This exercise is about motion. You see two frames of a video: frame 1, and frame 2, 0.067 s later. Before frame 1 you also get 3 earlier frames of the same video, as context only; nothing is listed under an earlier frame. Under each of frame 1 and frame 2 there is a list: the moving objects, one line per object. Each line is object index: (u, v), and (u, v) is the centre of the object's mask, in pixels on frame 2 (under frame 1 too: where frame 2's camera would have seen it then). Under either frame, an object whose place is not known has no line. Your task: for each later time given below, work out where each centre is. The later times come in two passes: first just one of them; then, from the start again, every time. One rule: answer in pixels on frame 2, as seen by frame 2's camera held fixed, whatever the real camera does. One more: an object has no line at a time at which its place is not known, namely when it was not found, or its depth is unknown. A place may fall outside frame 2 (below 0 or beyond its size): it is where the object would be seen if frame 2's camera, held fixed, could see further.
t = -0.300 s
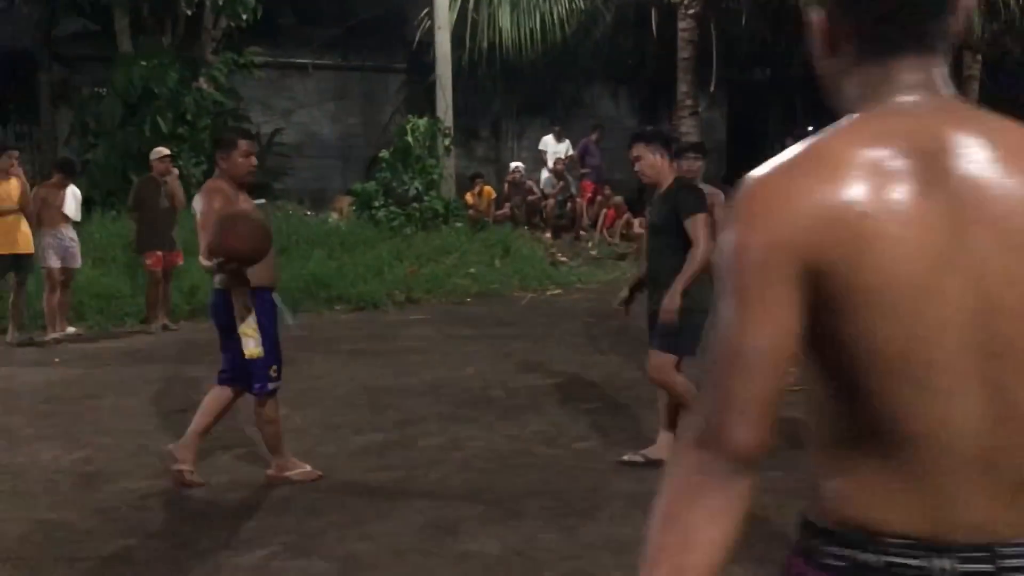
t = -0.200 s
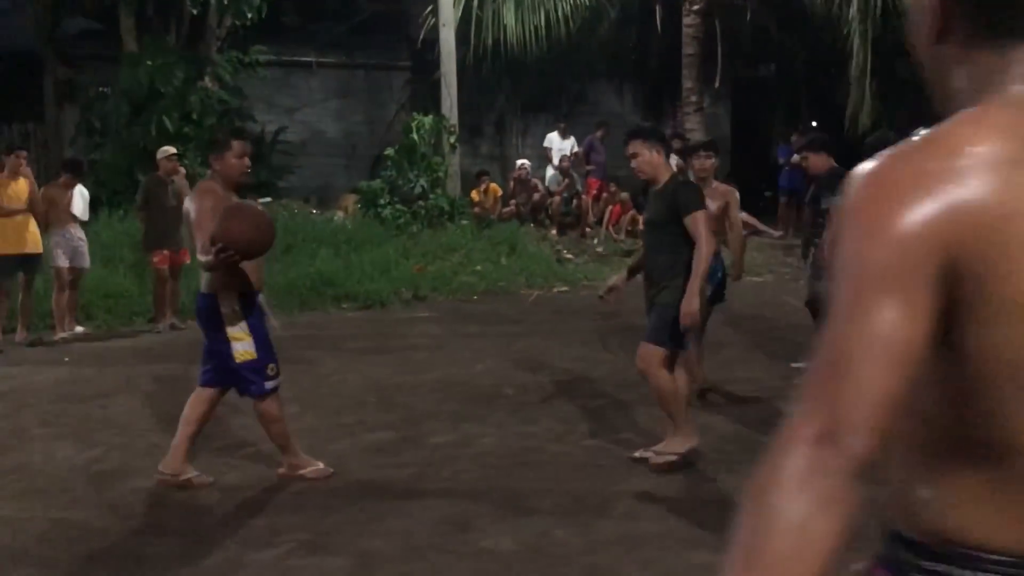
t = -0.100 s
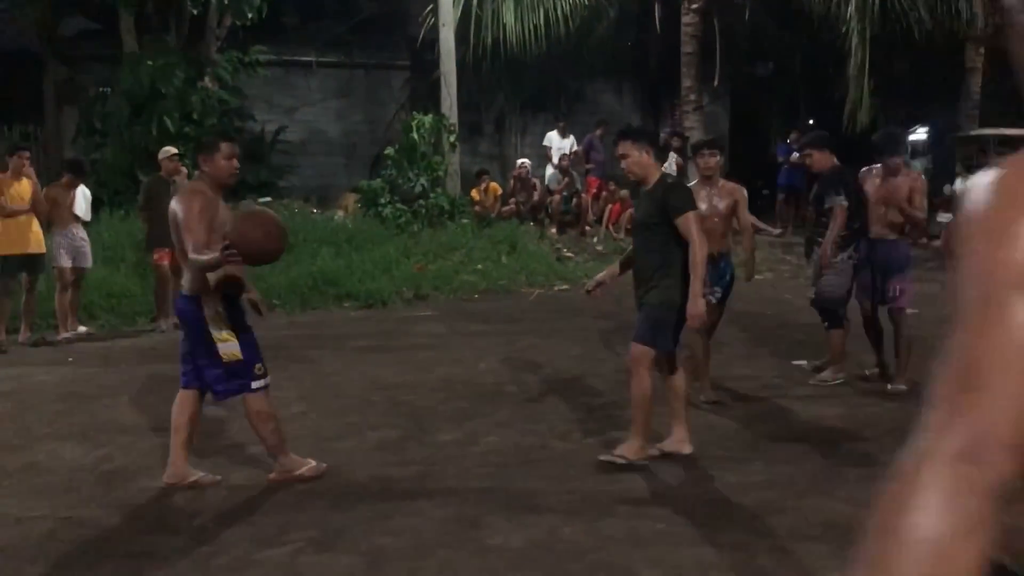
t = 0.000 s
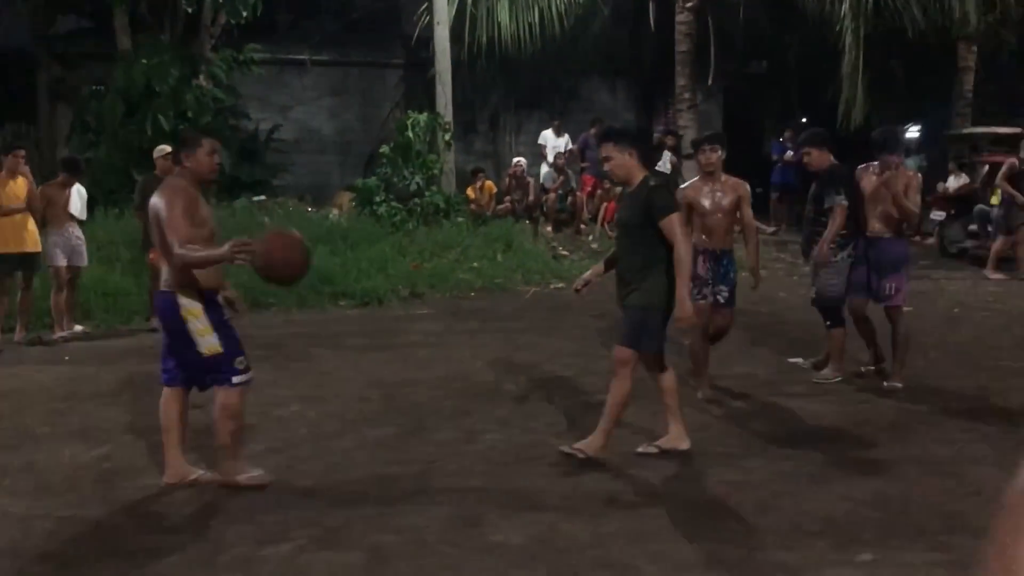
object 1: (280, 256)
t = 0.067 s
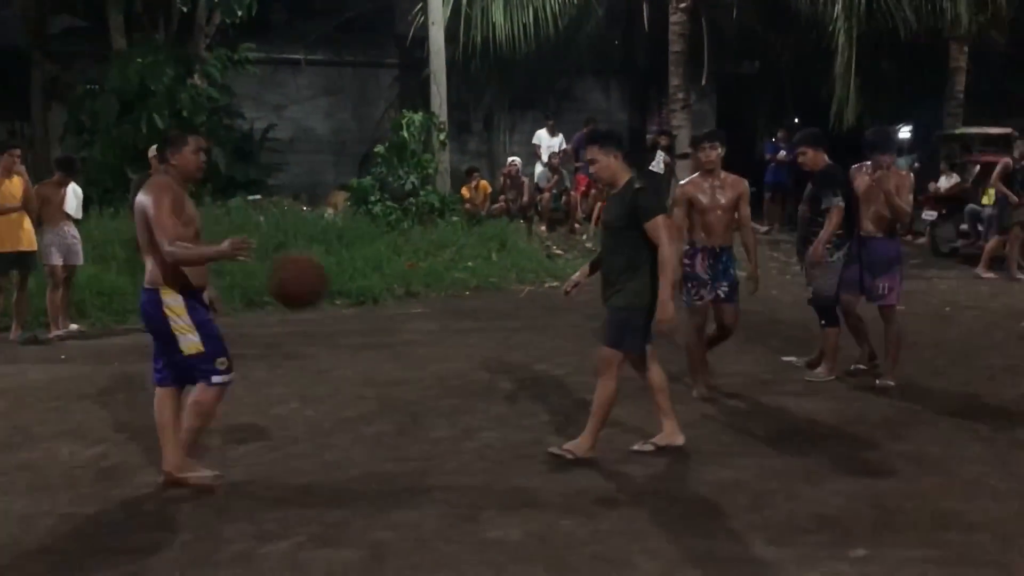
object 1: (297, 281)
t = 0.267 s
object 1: (353, 416)
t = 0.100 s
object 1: (306, 297)
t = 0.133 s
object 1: (317, 315)
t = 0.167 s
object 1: (327, 337)
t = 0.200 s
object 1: (335, 363)
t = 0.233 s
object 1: (344, 388)
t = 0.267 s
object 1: (353, 416)
